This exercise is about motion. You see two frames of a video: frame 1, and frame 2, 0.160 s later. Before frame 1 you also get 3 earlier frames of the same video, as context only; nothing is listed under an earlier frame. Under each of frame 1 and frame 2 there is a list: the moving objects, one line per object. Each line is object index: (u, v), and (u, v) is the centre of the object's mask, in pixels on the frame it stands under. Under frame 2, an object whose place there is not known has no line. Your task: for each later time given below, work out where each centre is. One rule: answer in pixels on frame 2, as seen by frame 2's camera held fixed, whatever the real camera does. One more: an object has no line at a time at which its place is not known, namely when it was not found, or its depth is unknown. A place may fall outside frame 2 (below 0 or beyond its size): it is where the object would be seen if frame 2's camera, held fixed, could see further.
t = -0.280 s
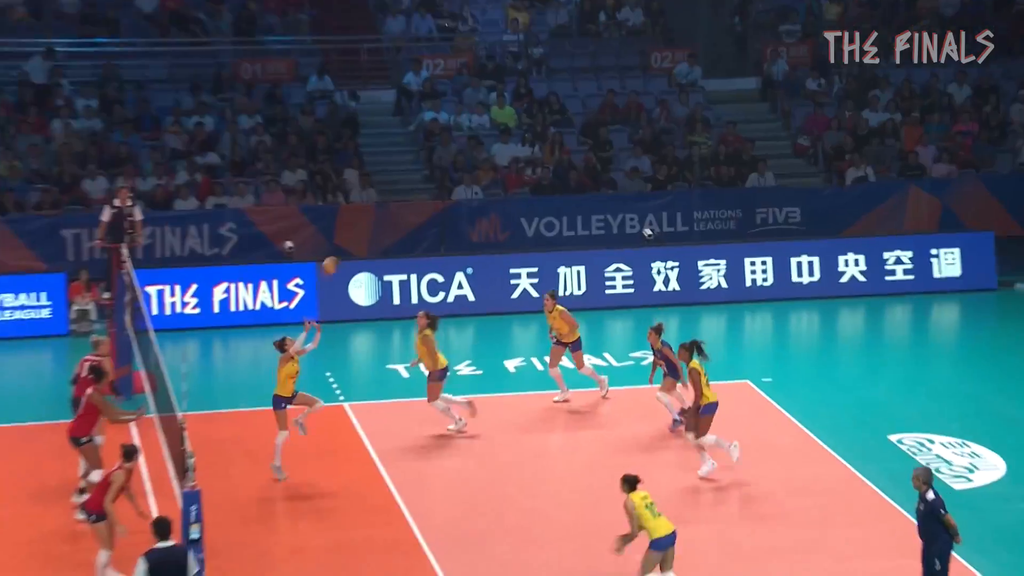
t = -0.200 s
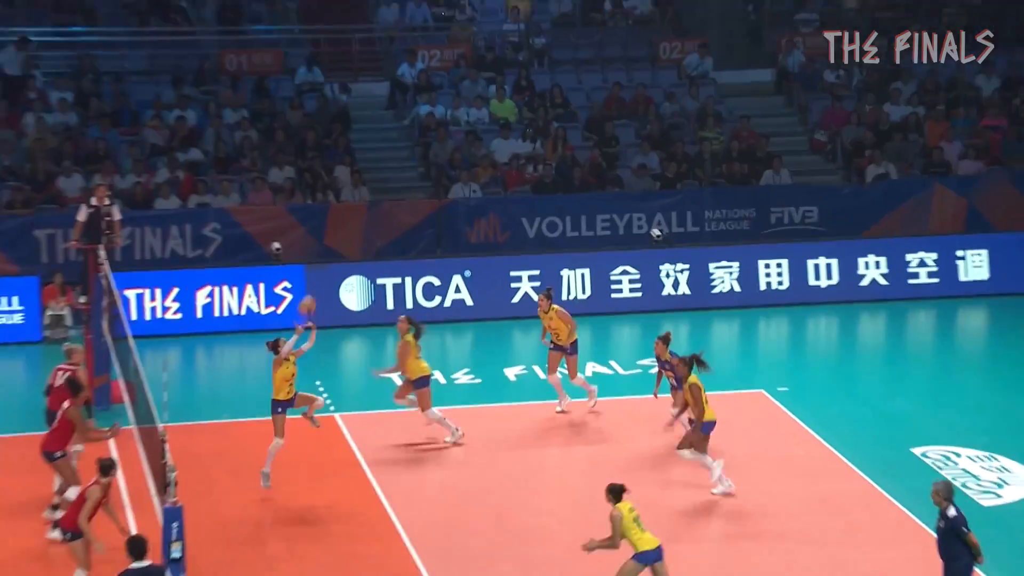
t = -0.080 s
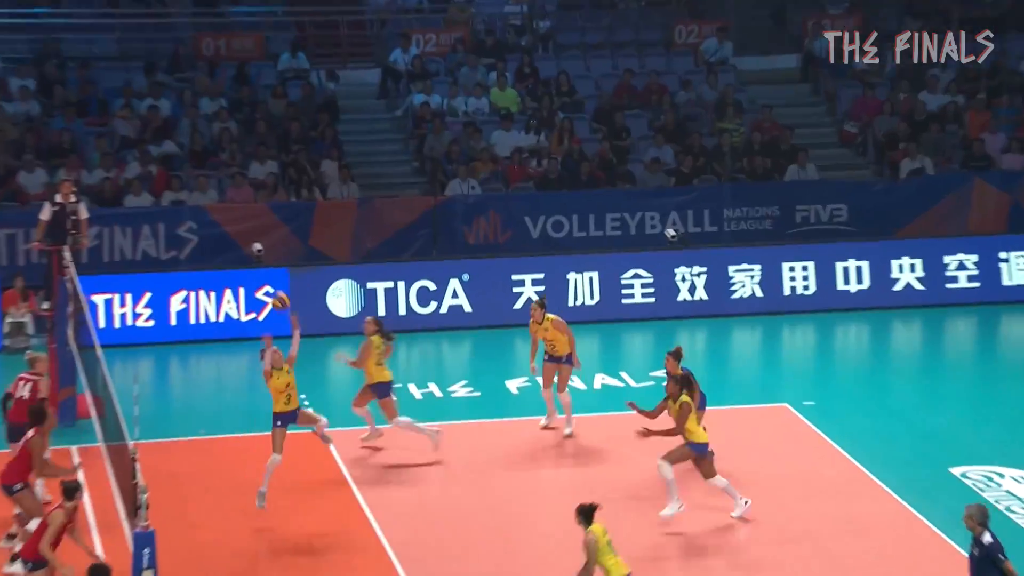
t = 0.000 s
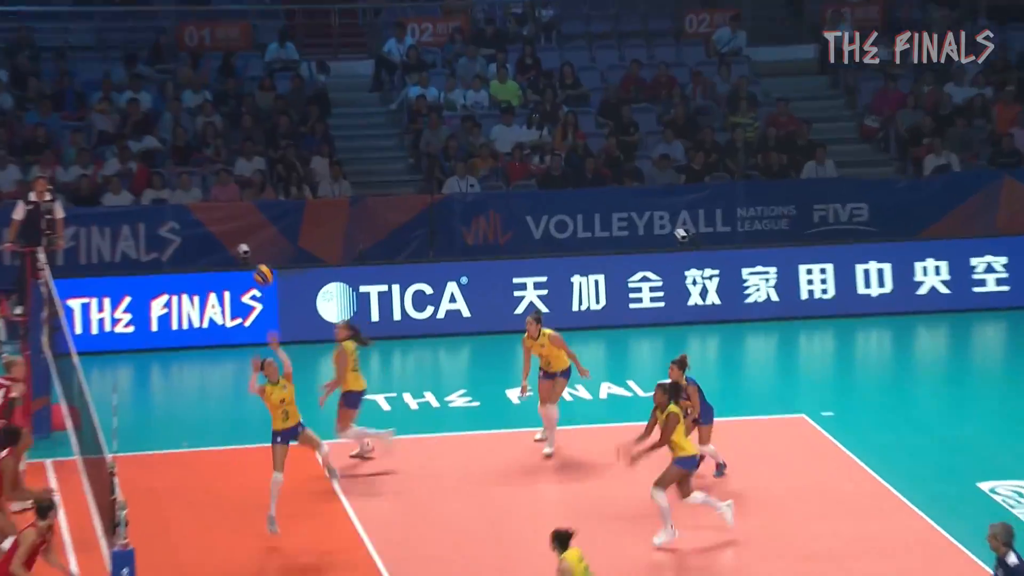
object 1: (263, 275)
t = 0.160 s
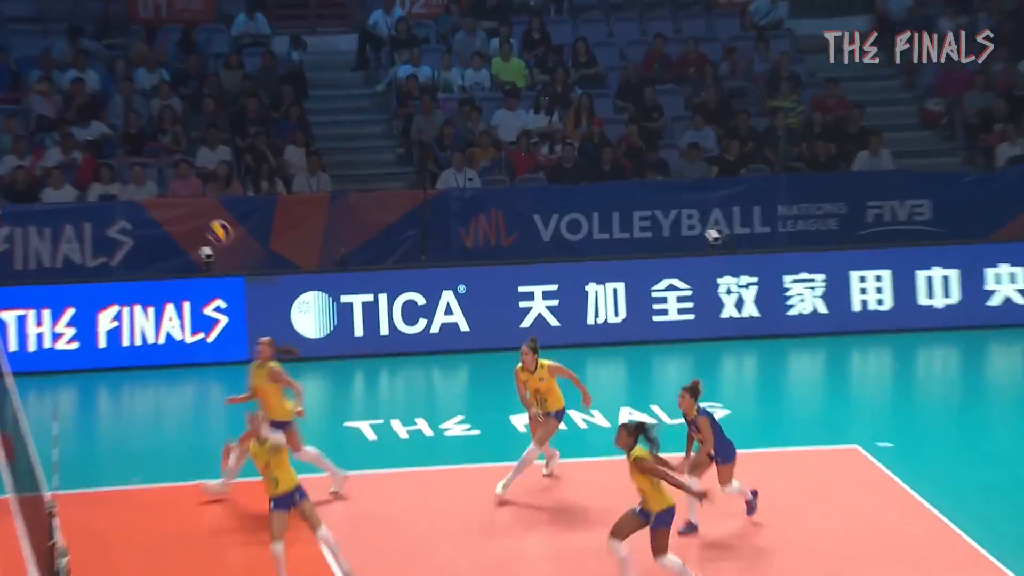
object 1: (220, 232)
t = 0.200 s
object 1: (218, 224)
